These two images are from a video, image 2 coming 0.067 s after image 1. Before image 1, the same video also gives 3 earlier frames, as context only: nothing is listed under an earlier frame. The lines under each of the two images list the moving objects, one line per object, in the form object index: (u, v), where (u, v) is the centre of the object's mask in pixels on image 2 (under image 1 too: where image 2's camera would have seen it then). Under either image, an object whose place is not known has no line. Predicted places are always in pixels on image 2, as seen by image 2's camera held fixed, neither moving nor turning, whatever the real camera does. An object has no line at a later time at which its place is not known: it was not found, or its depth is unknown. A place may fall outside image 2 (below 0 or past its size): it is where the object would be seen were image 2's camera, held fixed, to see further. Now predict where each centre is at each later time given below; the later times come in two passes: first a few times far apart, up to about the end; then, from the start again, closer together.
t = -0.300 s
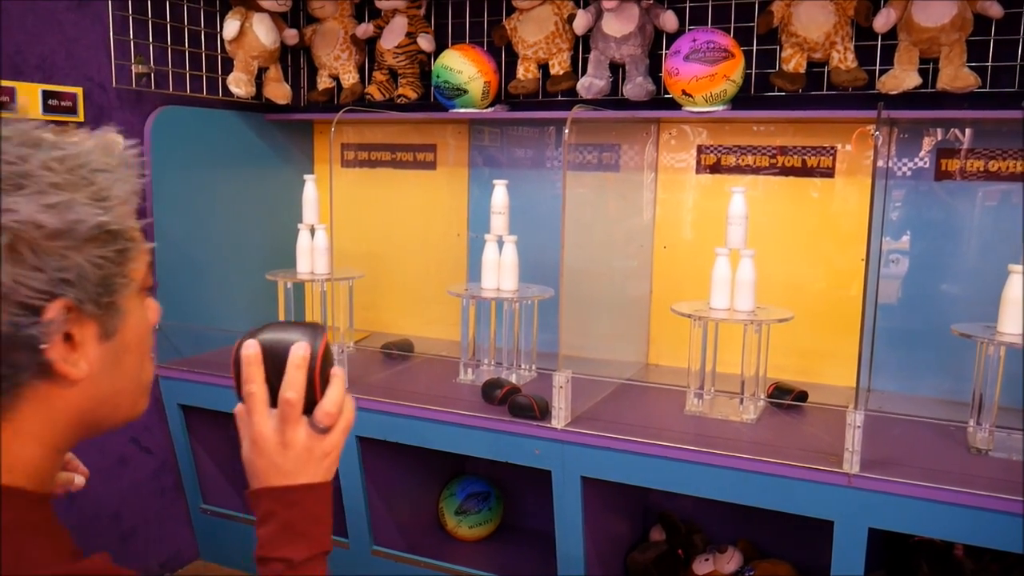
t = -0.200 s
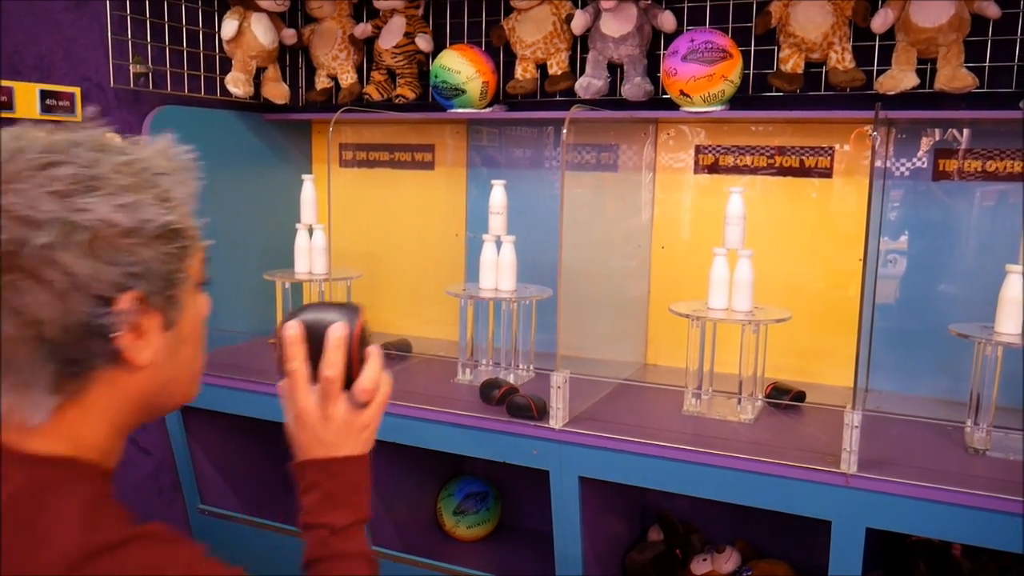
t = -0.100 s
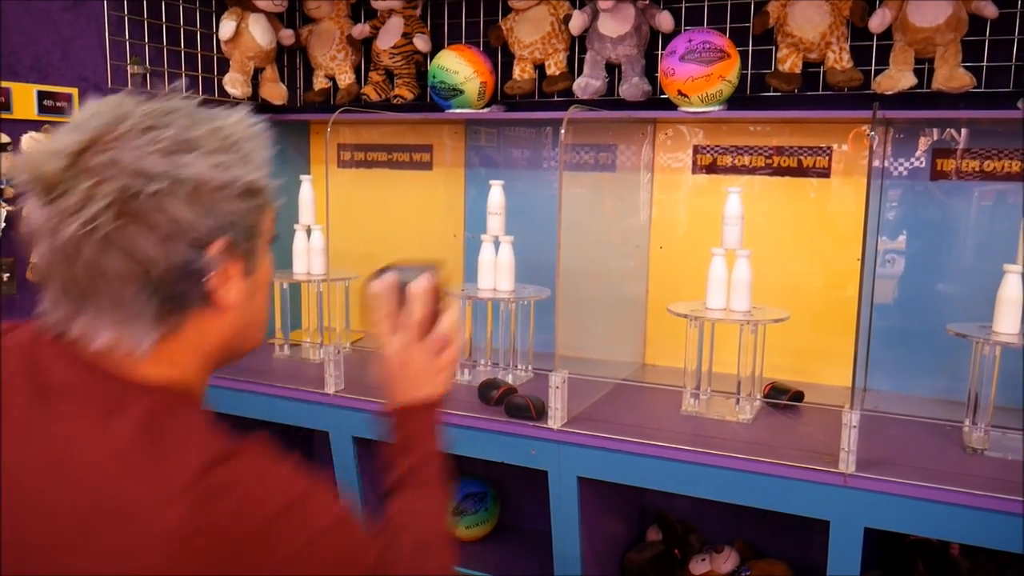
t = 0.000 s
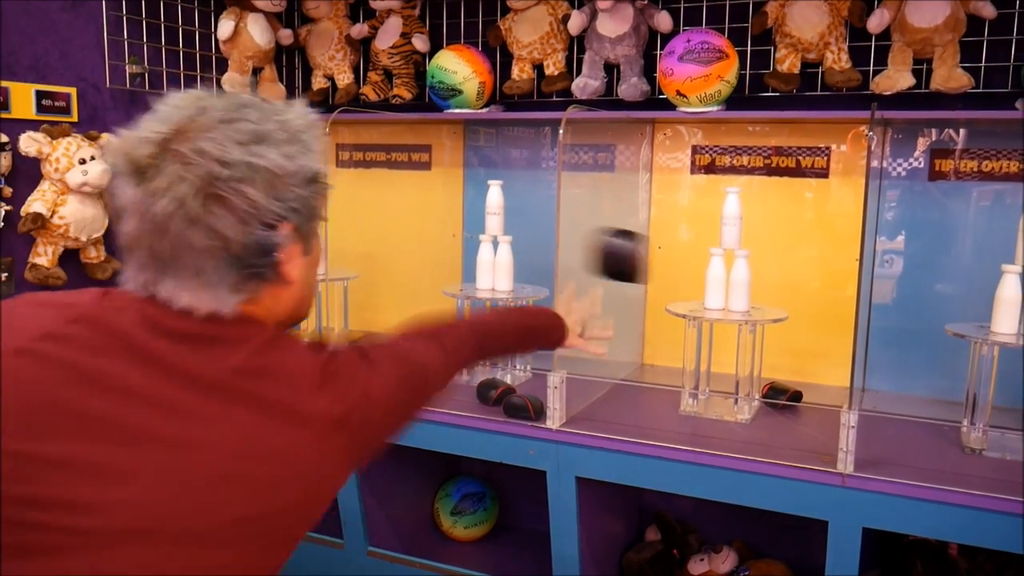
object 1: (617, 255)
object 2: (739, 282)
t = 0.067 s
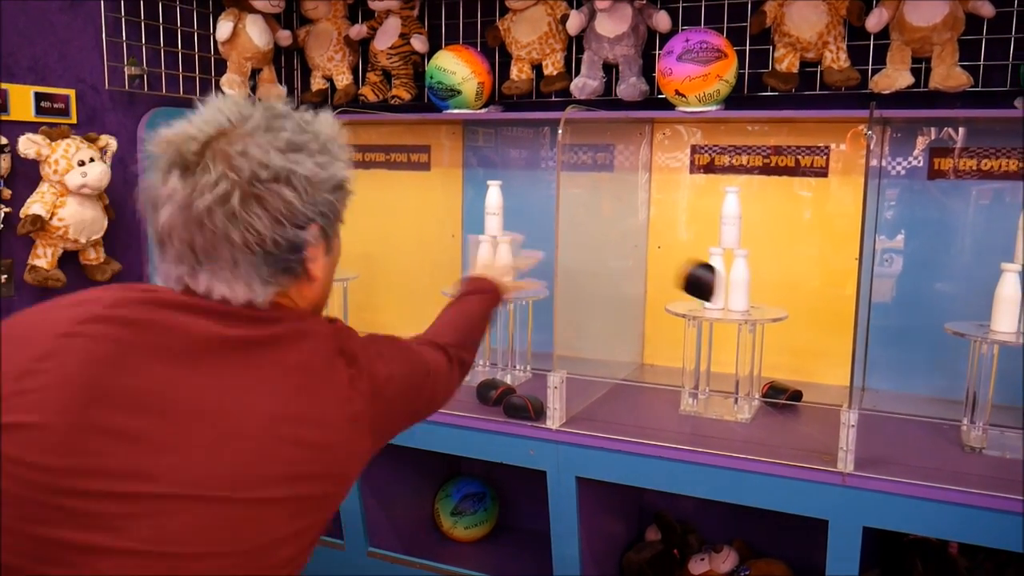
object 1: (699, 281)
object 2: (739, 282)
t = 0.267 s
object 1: (742, 263)
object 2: (761, 289)
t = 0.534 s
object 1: (749, 295)
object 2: (790, 356)
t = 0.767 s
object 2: (811, 382)
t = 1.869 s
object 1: (741, 305)
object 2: (810, 394)
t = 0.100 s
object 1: (727, 296)
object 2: (741, 276)
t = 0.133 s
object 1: (732, 285)
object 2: (747, 274)
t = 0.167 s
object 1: (734, 275)
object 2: (750, 282)
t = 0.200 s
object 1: (738, 267)
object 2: (756, 289)
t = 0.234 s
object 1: (740, 261)
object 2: (760, 285)
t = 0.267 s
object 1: (742, 263)
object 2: (761, 289)
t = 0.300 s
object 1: (744, 267)
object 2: (766, 295)
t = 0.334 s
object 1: (746, 273)
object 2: (766, 297)
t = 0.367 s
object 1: (749, 282)
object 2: (772, 296)
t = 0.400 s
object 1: (752, 296)
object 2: (777, 327)
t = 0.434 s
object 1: (752, 295)
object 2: (780, 341)
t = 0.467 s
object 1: (751, 295)
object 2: (782, 357)
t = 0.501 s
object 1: (751, 295)
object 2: (786, 355)
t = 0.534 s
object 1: (749, 295)
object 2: (790, 356)
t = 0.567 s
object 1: (741, 286)
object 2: (794, 361)
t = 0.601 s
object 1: (745, 296)
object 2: (796, 366)
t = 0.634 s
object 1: (741, 299)
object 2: (800, 368)
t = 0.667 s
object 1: (740, 302)
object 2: (802, 372)
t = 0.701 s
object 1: (741, 303)
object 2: (806, 378)
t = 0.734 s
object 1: (742, 304)
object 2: (808, 383)
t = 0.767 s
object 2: (811, 382)
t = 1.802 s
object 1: (741, 305)
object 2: (810, 394)
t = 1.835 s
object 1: (741, 305)
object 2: (810, 394)
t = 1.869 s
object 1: (741, 305)
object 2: (810, 394)
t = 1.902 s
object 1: (741, 305)
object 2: (811, 394)
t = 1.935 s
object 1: (741, 305)
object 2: (811, 394)
